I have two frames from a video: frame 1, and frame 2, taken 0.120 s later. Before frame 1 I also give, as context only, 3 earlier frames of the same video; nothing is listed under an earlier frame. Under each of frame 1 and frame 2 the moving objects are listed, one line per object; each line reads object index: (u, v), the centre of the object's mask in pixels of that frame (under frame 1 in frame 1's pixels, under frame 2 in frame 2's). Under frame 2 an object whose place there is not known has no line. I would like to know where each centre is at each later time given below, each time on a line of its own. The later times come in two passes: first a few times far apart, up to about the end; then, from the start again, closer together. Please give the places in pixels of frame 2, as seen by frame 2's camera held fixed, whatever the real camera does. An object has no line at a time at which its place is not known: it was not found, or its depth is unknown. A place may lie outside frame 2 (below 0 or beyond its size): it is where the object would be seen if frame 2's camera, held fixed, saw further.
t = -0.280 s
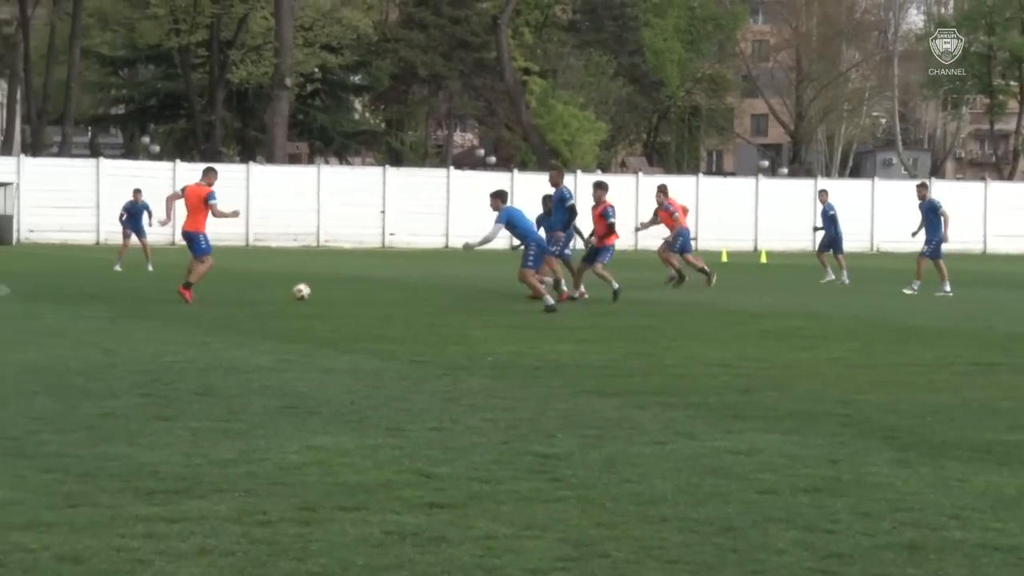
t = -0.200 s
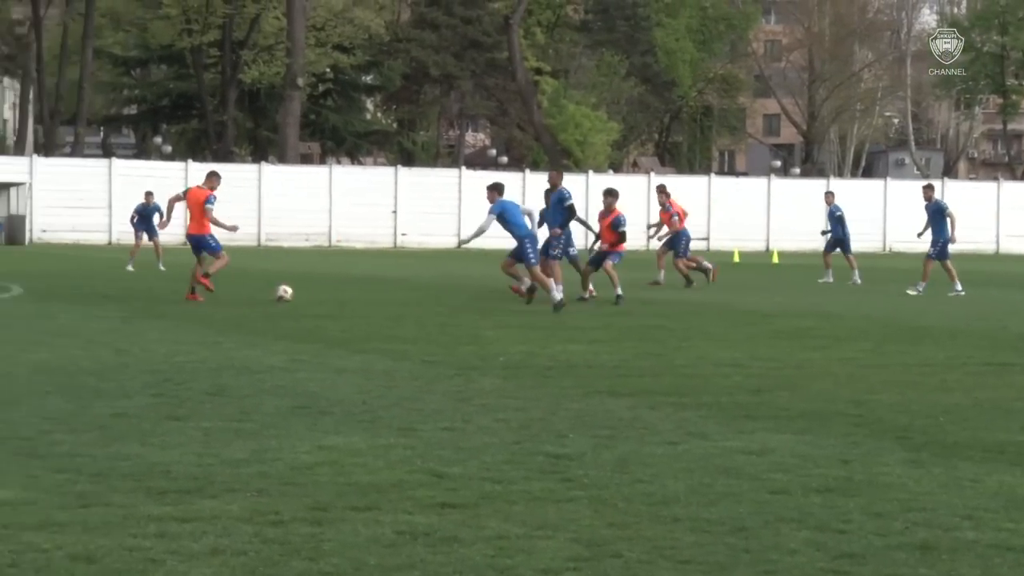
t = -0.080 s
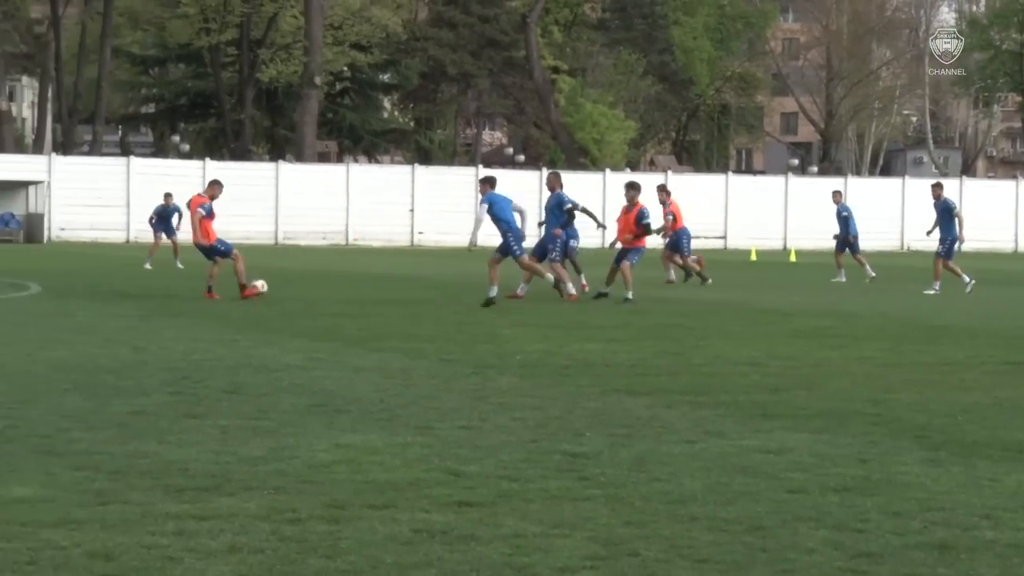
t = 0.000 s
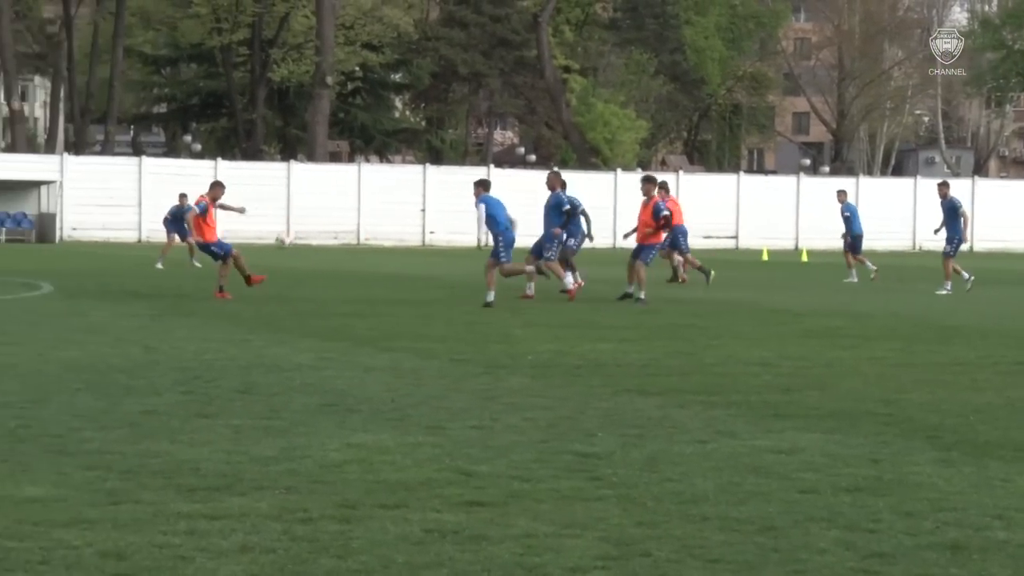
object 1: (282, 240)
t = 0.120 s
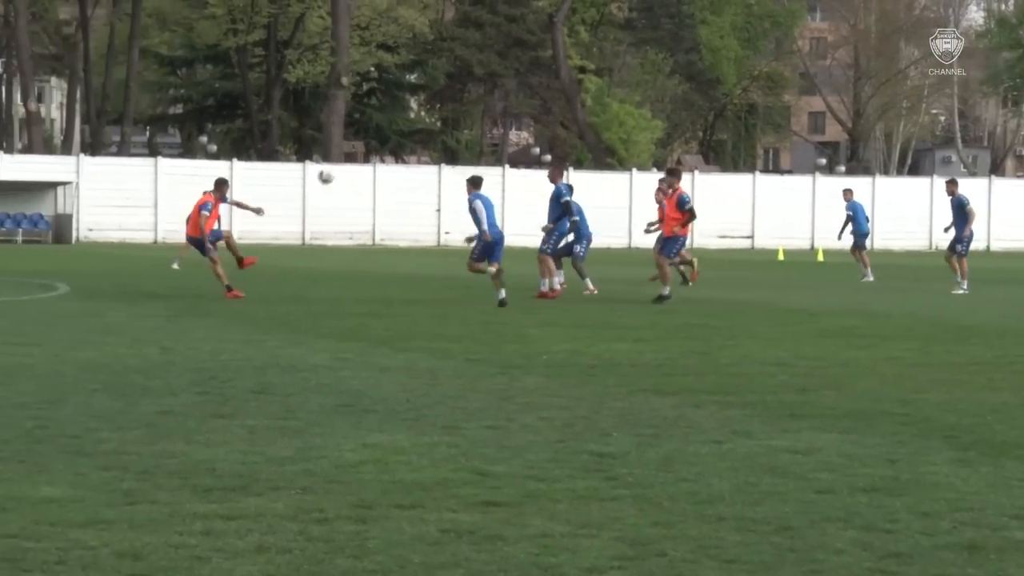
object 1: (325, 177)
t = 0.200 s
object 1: (343, 138)
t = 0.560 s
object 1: (406, 40)
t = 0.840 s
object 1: (447, 25)
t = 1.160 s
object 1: (489, 60)
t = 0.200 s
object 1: (343, 138)
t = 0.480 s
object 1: (394, 54)
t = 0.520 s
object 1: (400, 47)
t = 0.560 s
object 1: (406, 40)
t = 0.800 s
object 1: (442, 24)
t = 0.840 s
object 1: (447, 25)
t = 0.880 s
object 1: (453, 27)
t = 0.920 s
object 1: (459, 29)
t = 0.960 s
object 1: (463, 32)
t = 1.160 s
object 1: (489, 60)
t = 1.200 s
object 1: (493, 68)
